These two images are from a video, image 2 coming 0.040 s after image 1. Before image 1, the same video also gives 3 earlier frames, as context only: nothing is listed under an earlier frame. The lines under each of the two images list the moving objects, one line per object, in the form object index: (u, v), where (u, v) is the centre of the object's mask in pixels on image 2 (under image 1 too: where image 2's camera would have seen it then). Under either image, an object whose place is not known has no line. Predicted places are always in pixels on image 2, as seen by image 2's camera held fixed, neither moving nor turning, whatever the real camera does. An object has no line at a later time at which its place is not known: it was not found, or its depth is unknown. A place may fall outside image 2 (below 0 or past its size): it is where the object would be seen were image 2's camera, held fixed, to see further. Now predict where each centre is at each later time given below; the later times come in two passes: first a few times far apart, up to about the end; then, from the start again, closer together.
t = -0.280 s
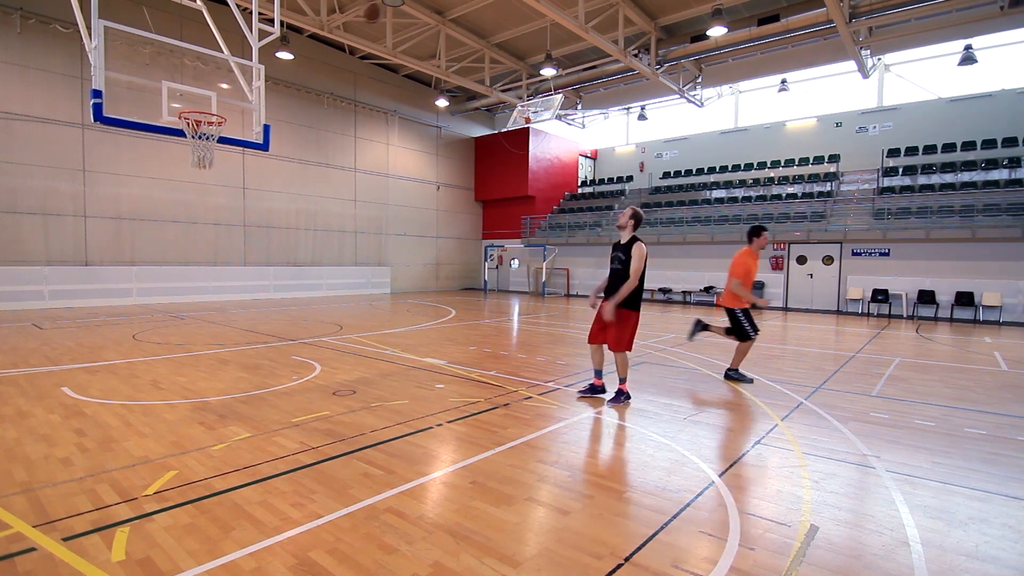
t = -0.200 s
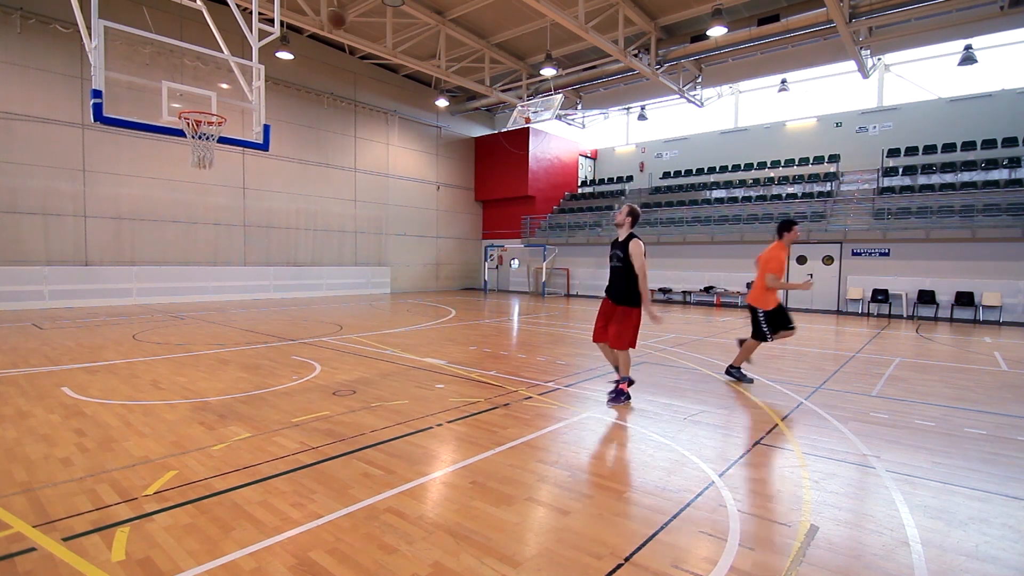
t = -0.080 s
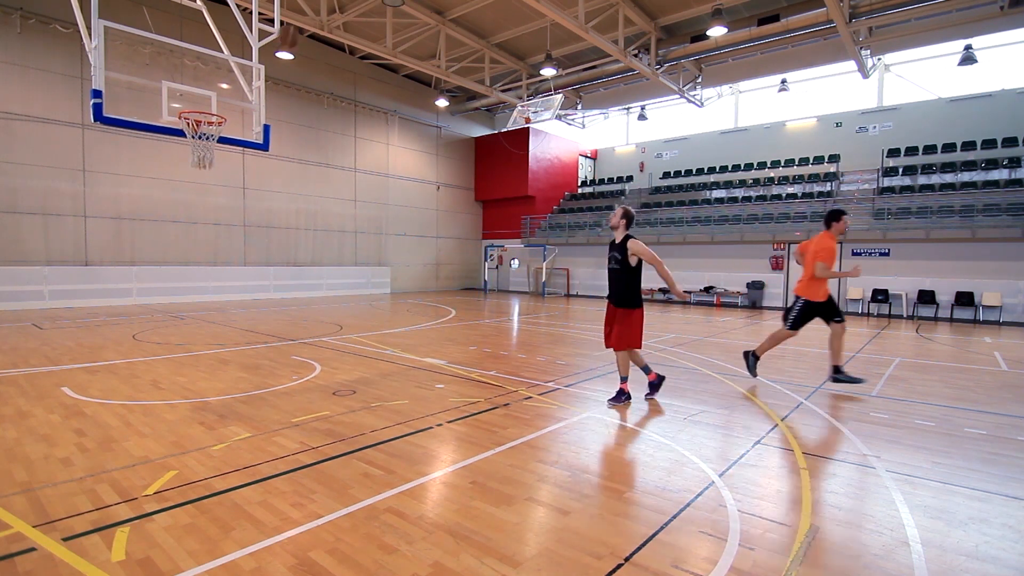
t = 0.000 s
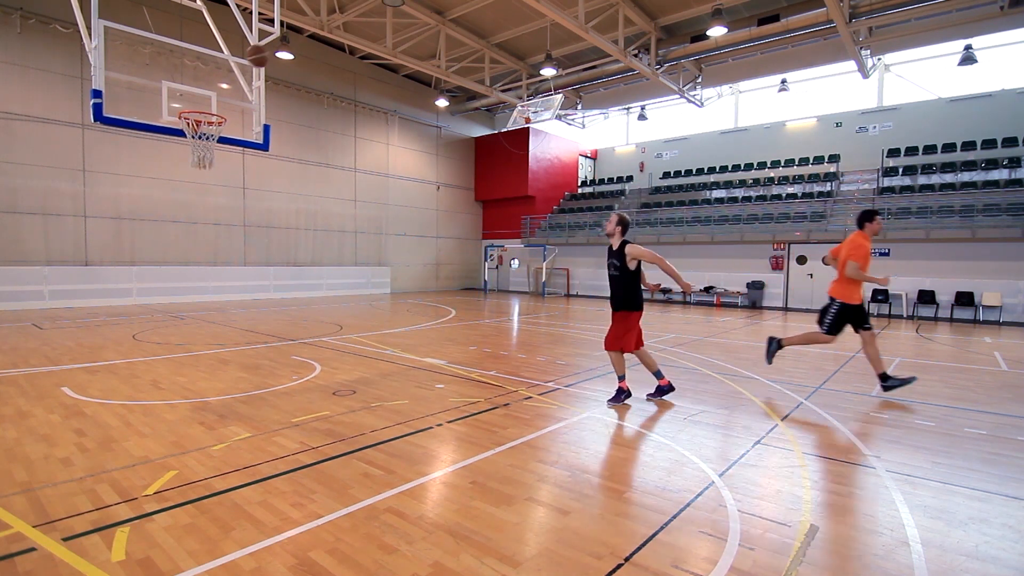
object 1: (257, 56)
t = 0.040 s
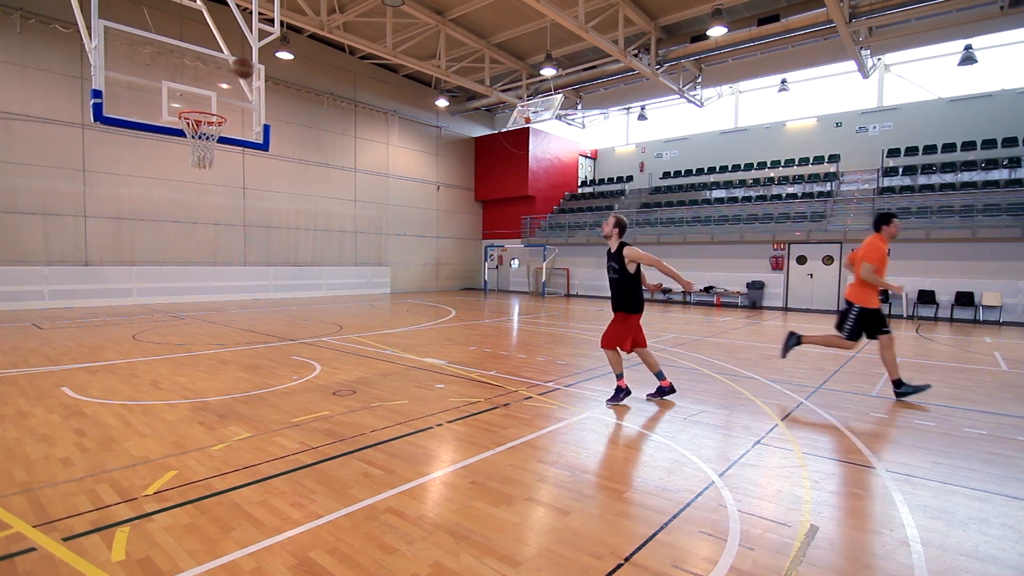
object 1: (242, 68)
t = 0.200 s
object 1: (195, 124)
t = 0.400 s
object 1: (227, 178)
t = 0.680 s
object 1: (262, 285)
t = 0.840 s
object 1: (281, 359)
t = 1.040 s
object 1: (296, 282)
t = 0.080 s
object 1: (228, 80)
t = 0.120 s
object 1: (213, 94)
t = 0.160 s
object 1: (197, 114)
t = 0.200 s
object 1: (195, 124)
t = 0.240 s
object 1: (206, 139)
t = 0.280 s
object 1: (214, 152)
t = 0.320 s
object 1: (217, 160)
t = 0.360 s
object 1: (222, 168)
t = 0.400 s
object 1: (227, 178)
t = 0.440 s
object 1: (232, 190)
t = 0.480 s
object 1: (237, 203)
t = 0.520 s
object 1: (242, 217)
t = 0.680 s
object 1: (262, 285)
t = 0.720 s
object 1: (267, 306)
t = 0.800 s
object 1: (277, 350)
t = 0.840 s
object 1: (281, 359)
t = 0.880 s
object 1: (284, 342)
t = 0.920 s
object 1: (287, 325)
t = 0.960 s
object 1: (290, 309)
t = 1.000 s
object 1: (293, 296)
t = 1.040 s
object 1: (296, 282)
